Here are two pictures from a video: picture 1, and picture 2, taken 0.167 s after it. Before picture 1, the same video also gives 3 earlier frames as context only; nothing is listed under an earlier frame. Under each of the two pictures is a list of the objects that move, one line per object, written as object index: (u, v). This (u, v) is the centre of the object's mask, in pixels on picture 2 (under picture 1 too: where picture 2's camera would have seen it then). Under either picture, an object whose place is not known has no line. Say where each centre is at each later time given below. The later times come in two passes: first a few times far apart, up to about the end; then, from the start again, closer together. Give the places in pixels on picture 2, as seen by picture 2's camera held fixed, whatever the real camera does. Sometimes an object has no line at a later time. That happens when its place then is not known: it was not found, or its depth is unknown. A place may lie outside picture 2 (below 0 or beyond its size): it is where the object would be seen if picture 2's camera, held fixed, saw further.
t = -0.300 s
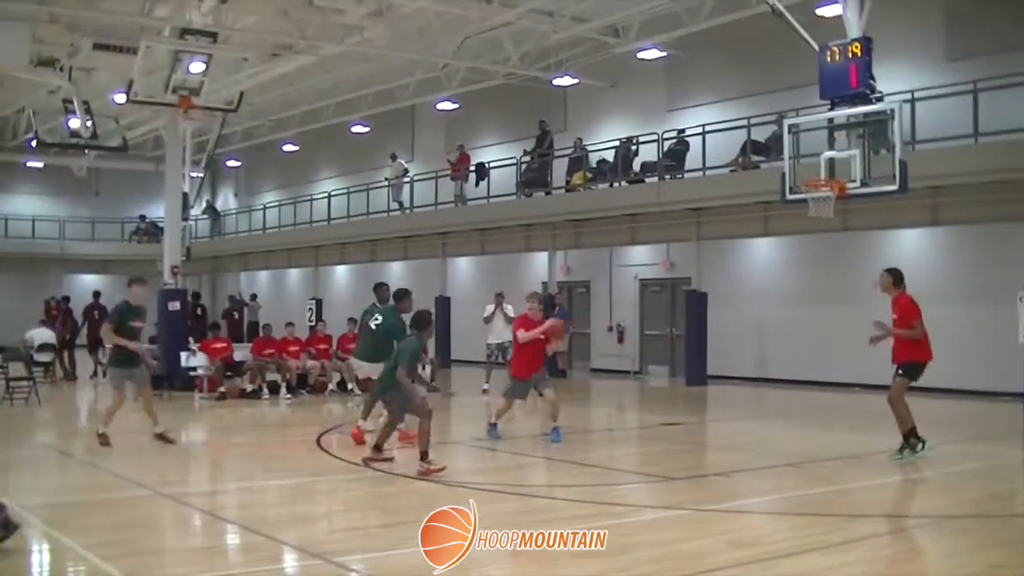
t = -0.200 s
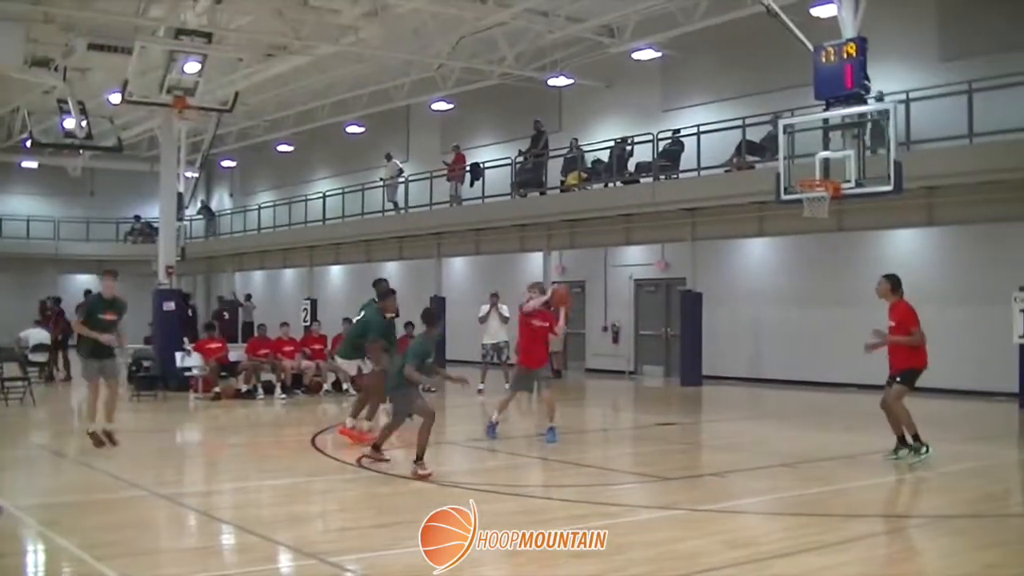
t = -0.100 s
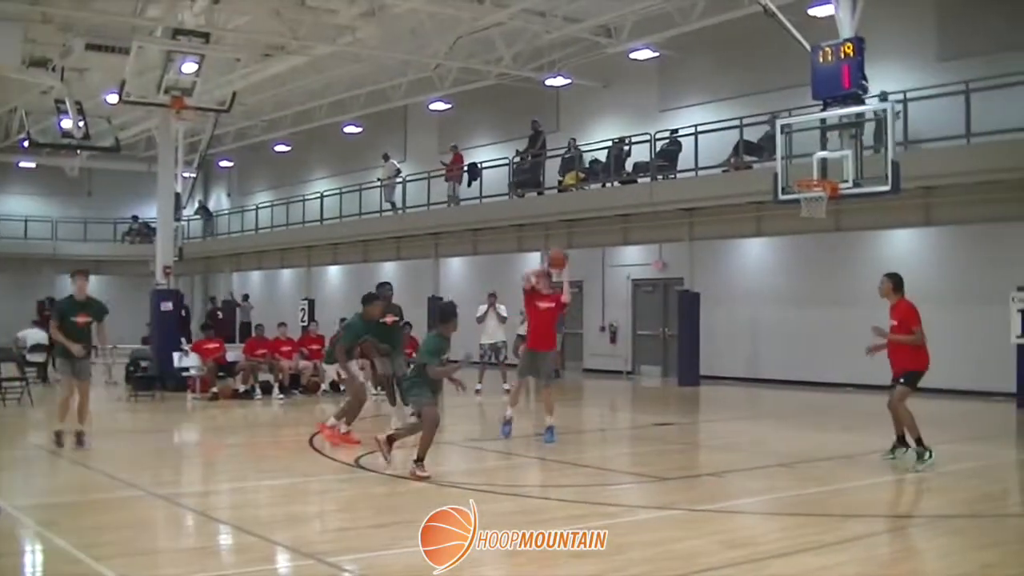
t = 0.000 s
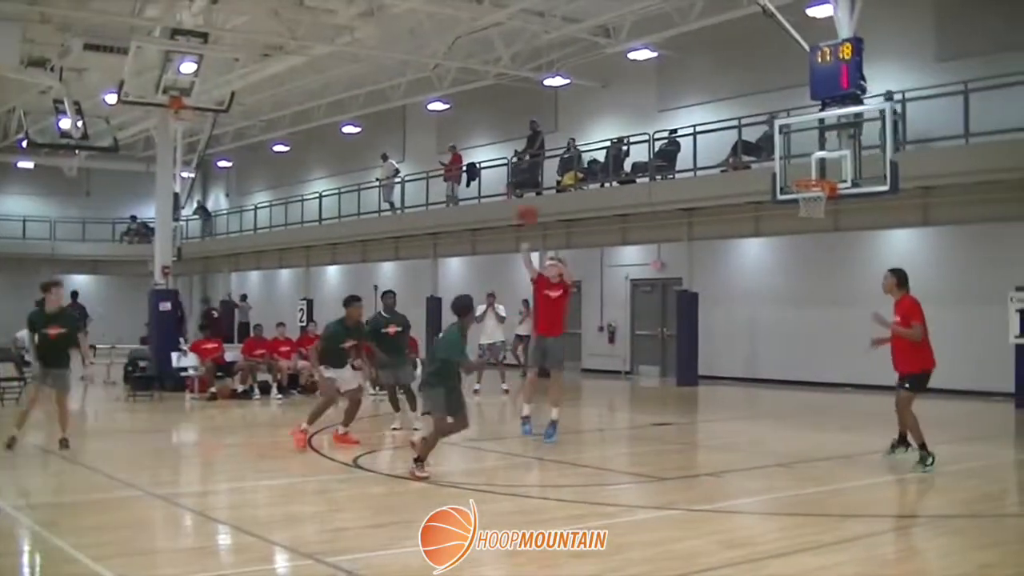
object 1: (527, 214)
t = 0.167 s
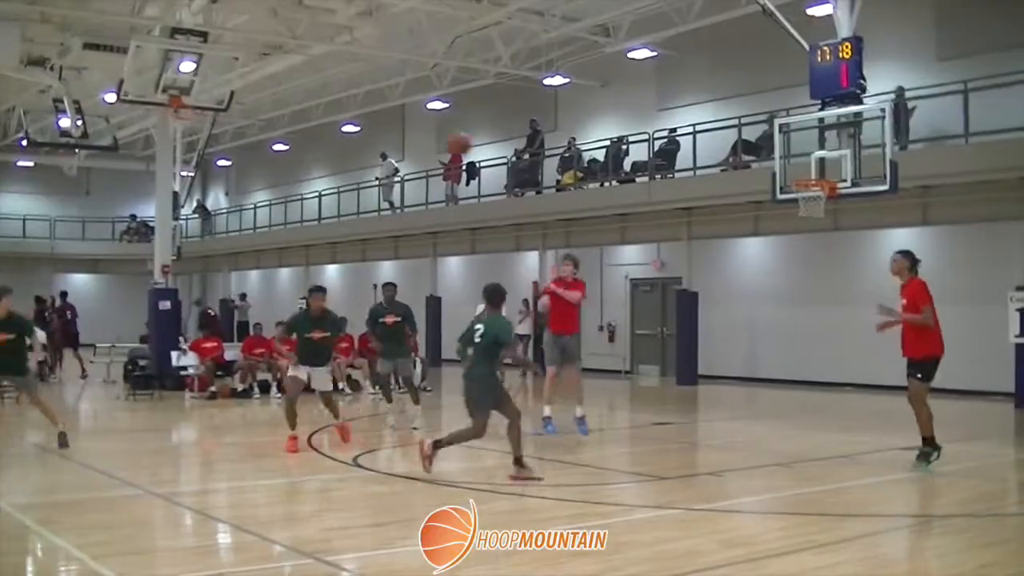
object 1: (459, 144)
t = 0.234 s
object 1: (428, 124)
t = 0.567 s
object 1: (209, 68)
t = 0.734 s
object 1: (39, 98)
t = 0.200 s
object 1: (443, 134)
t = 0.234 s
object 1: (428, 124)
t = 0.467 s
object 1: (286, 74)
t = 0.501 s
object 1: (261, 70)
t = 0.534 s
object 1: (235, 68)
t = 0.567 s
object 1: (209, 68)
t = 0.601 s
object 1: (177, 69)
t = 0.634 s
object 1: (146, 75)
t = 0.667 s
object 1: (114, 79)
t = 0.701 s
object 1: (77, 88)
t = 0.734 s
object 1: (39, 98)
